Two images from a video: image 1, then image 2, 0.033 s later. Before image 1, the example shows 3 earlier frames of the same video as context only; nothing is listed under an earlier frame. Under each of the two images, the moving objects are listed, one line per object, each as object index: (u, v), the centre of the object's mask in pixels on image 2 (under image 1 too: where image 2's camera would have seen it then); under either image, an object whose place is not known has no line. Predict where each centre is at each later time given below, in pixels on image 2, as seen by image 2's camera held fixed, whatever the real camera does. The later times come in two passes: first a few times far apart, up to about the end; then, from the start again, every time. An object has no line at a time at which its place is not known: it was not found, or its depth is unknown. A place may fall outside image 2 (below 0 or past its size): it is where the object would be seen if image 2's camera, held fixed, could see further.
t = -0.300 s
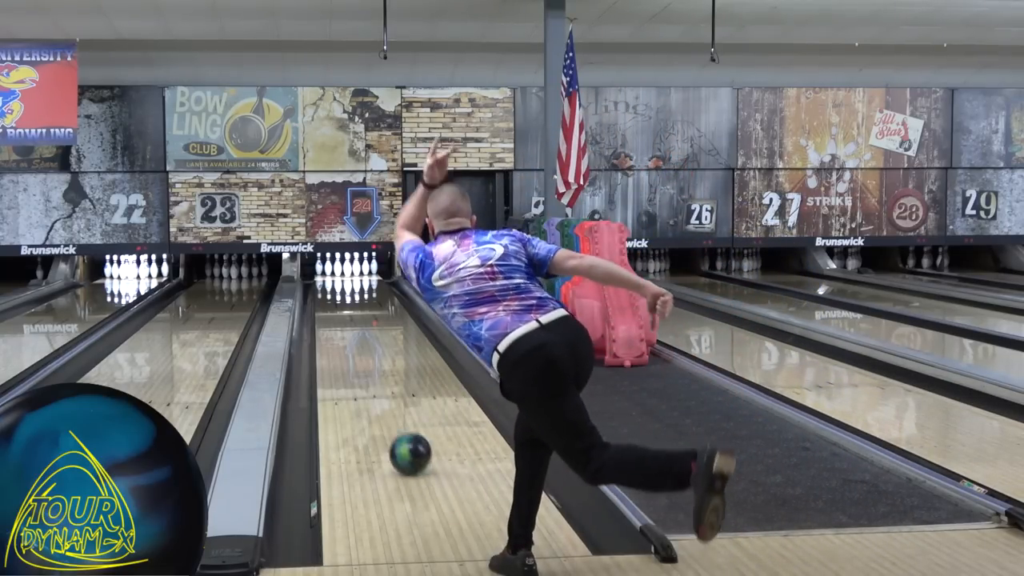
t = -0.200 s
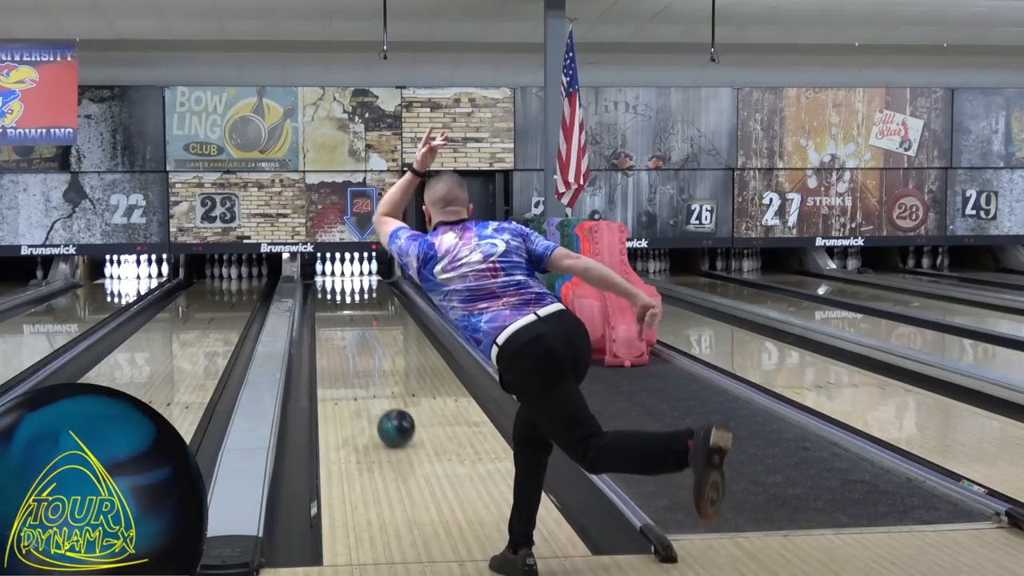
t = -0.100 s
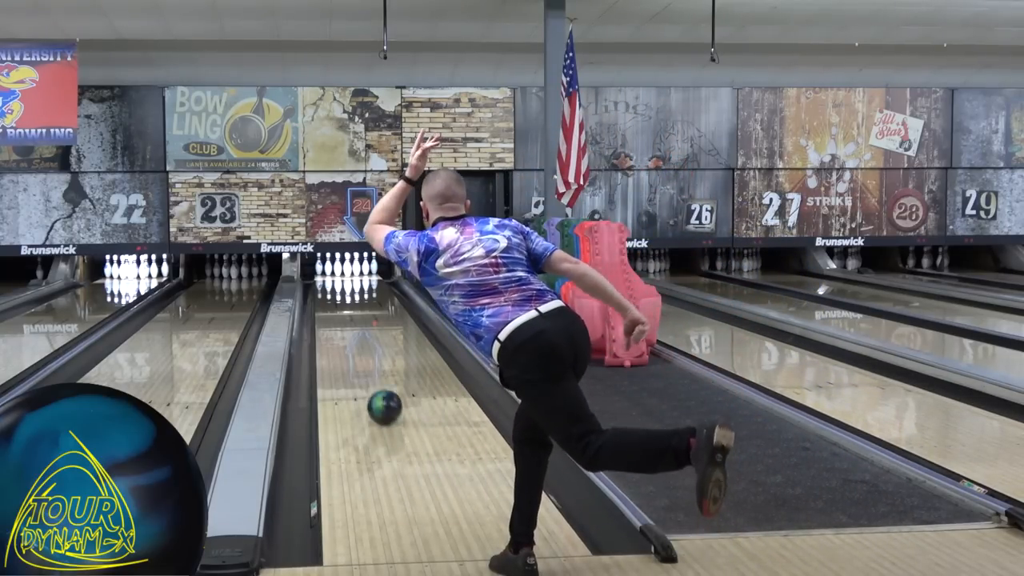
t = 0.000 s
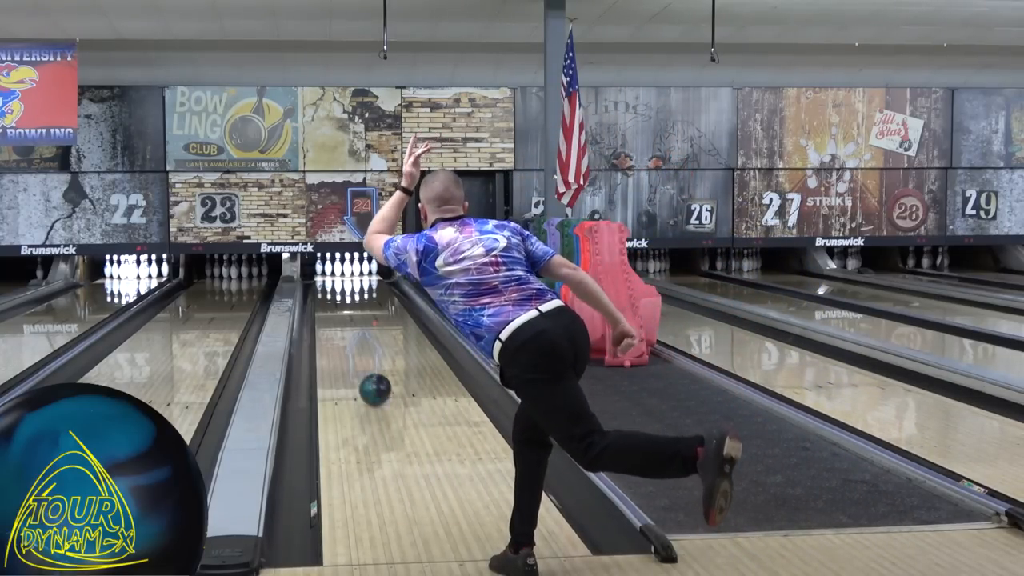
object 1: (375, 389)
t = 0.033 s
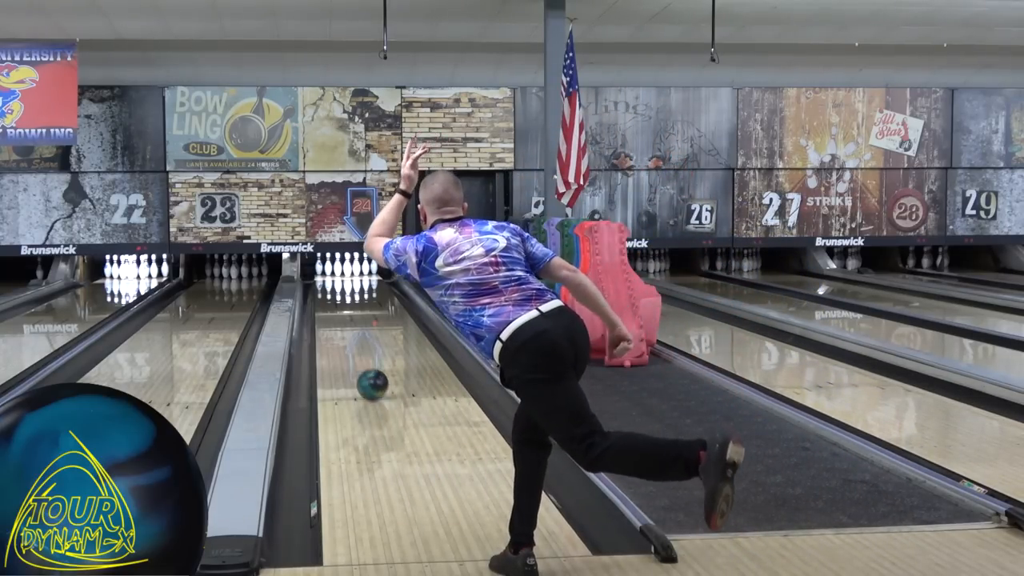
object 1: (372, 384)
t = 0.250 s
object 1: (357, 356)
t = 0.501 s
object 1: (346, 332)
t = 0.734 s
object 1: (338, 316)
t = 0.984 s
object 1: (334, 303)
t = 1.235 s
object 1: (330, 291)
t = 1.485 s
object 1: (332, 282)
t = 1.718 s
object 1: (337, 275)
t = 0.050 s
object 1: (371, 382)
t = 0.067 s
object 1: (370, 380)
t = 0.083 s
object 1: (368, 377)
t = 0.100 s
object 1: (367, 375)
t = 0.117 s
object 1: (366, 373)
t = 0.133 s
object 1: (365, 371)
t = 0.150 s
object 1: (364, 368)
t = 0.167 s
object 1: (363, 366)
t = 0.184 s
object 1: (362, 364)
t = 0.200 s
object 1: (360, 362)
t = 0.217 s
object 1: (359, 360)
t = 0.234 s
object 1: (359, 358)
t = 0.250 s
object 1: (357, 356)
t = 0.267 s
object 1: (357, 354)
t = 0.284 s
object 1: (356, 353)
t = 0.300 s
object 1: (355, 351)
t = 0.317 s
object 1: (354, 349)
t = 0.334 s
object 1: (353, 347)
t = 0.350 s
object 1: (352, 346)
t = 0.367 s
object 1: (351, 344)
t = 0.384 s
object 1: (351, 343)
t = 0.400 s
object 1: (350, 341)
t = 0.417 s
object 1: (349, 340)
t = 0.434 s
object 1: (348, 338)
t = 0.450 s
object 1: (348, 337)
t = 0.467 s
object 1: (347, 335)
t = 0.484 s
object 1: (346, 334)
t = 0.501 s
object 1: (346, 332)
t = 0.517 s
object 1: (345, 331)
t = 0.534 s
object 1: (344, 330)
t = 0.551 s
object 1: (344, 329)
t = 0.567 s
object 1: (343, 327)
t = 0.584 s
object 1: (343, 326)
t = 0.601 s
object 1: (342, 325)
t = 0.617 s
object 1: (341, 324)
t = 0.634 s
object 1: (341, 322)
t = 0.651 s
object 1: (340, 321)
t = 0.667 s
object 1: (340, 320)
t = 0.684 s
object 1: (339, 319)
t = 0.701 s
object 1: (339, 318)
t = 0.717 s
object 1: (338, 317)
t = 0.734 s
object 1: (338, 316)
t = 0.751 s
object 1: (338, 315)
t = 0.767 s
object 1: (338, 315)
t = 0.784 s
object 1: (337, 314)
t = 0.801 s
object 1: (337, 313)
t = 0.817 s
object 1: (336, 311)
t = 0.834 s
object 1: (336, 310)
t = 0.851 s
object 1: (335, 309)
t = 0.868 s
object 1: (335, 308)
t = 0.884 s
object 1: (335, 307)
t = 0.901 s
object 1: (335, 306)
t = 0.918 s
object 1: (334, 305)
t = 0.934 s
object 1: (334, 304)
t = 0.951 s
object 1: (334, 304)
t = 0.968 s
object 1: (334, 303)
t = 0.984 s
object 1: (334, 303)
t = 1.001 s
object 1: (333, 302)
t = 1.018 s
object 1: (333, 301)
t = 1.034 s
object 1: (332, 300)
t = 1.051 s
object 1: (332, 299)
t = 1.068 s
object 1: (332, 298)
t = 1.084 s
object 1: (332, 298)
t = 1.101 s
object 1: (332, 297)
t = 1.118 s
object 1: (332, 296)
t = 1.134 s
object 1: (332, 295)
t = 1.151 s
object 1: (331, 294)
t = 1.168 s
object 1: (331, 294)
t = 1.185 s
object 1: (330, 293)
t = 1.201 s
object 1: (330, 292)
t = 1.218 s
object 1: (330, 292)
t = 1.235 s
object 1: (330, 291)
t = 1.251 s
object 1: (330, 290)
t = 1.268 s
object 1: (330, 290)
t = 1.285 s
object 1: (330, 289)
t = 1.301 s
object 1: (330, 289)
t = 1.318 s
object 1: (330, 288)
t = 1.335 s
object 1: (330, 288)
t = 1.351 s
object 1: (330, 287)
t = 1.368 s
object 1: (330, 286)
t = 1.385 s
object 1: (330, 286)
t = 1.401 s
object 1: (331, 285)
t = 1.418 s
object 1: (331, 284)
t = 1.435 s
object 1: (331, 284)
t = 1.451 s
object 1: (331, 283)
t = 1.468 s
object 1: (331, 283)
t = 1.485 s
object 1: (332, 282)
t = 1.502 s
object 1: (332, 282)
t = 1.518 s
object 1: (332, 281)
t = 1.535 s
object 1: (333, 281)
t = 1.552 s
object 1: (333, 280)
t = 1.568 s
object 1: (334, 280)
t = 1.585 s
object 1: (334, 279)
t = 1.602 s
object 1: (334, 279)
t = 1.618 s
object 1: (335, 278)
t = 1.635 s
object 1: (335, 278)
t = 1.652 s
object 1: (335, 278)
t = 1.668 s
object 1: (336, 277)
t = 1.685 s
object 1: (336, 276)
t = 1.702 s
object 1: (337, 276)
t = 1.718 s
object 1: (337, 275)
